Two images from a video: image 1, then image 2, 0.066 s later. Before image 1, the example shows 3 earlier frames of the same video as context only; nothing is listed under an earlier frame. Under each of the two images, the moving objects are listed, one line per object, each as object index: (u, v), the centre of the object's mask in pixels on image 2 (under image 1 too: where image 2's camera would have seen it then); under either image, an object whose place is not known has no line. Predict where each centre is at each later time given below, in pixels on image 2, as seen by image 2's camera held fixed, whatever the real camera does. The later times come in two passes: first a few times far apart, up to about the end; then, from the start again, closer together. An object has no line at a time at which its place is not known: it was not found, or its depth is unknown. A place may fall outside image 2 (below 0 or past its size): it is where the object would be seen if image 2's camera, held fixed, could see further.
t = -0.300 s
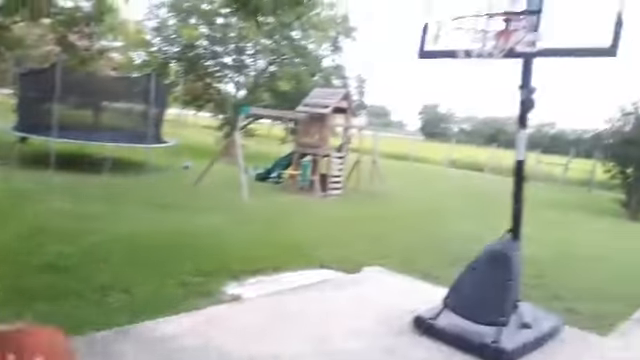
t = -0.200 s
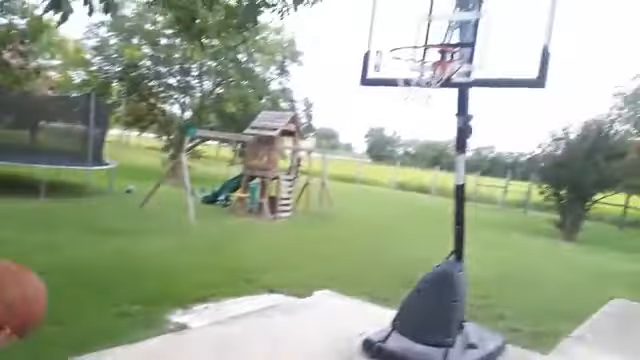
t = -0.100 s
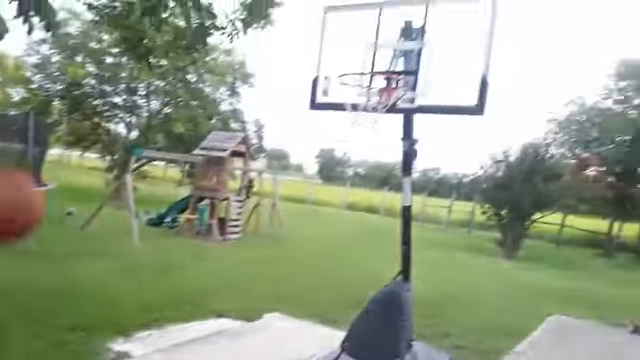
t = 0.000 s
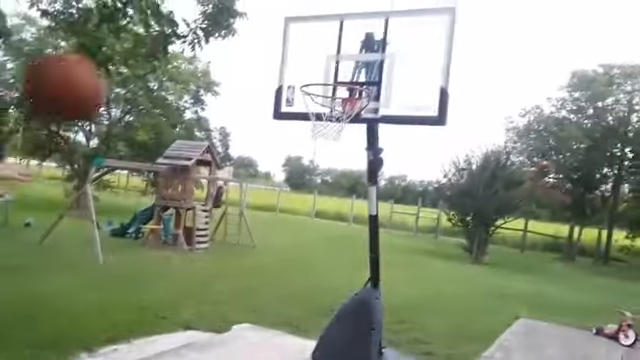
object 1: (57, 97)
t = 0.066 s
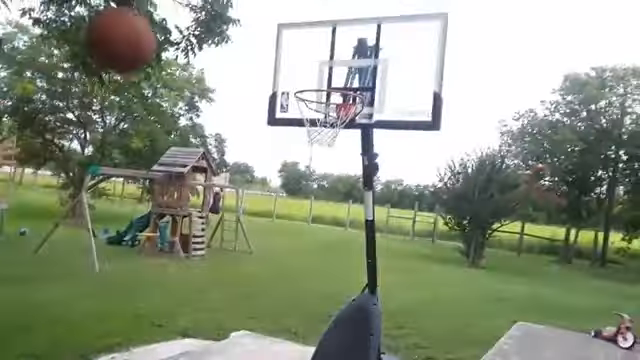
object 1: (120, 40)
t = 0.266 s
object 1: (245, -9)
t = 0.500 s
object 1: (317, 12)
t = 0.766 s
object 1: (323, 90)
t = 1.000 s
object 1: (279, 159)
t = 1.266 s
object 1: (199, 354)
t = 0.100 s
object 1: (146, 21)
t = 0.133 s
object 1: (170, 11)
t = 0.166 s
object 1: (192, 4)
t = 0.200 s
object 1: (211, -2)
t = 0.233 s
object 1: (228, -5)
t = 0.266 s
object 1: (245, -9)
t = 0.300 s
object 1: (259, -9)
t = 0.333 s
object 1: (271, -8)
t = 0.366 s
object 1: (282, -6)
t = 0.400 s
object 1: (292, -5)
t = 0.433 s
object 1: (300, -2)
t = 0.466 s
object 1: (309, 3)
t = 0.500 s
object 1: (317, 12)
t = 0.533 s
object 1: (325, 22)
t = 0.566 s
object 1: (331, 33)
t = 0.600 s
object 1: (337, 46)
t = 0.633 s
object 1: (342, 58)
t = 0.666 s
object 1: (344, 70)
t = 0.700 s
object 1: (338, 75)
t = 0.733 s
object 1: (330, 81)
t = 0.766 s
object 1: (323, 90)
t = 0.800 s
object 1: (315, 101)
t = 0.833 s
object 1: (309, 114)
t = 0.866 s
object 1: (303, 121)
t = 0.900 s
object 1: (298, 127)
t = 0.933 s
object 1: (291, 135)
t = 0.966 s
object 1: (286, 146)
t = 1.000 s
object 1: (279, 159)
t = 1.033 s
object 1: (271, 174)
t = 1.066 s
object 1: (261, 192)
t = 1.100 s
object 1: (251, 211)
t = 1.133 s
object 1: (241, 236)
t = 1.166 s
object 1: (230, 263)
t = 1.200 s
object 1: (218, 296)
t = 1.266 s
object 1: (199, 354)
